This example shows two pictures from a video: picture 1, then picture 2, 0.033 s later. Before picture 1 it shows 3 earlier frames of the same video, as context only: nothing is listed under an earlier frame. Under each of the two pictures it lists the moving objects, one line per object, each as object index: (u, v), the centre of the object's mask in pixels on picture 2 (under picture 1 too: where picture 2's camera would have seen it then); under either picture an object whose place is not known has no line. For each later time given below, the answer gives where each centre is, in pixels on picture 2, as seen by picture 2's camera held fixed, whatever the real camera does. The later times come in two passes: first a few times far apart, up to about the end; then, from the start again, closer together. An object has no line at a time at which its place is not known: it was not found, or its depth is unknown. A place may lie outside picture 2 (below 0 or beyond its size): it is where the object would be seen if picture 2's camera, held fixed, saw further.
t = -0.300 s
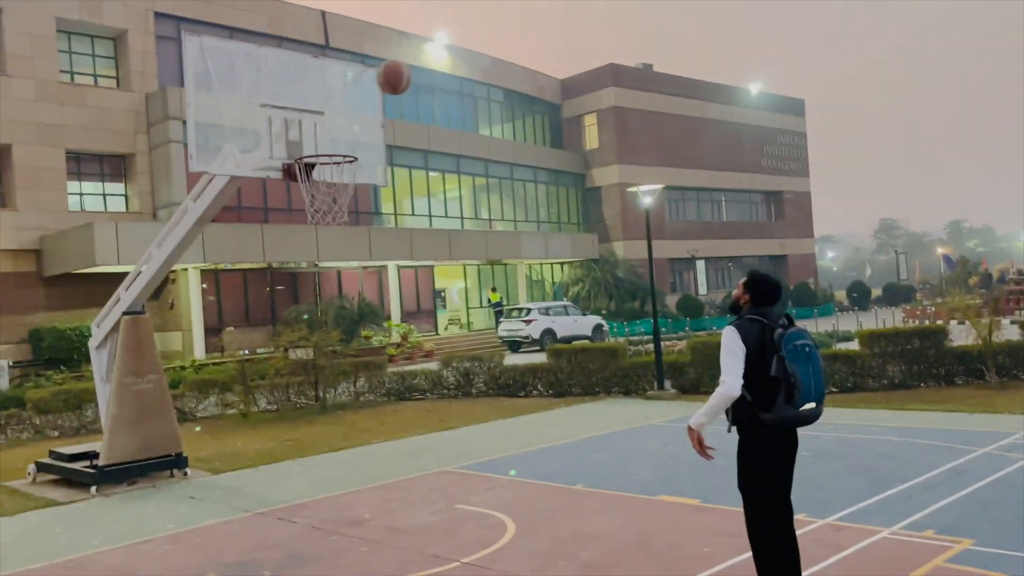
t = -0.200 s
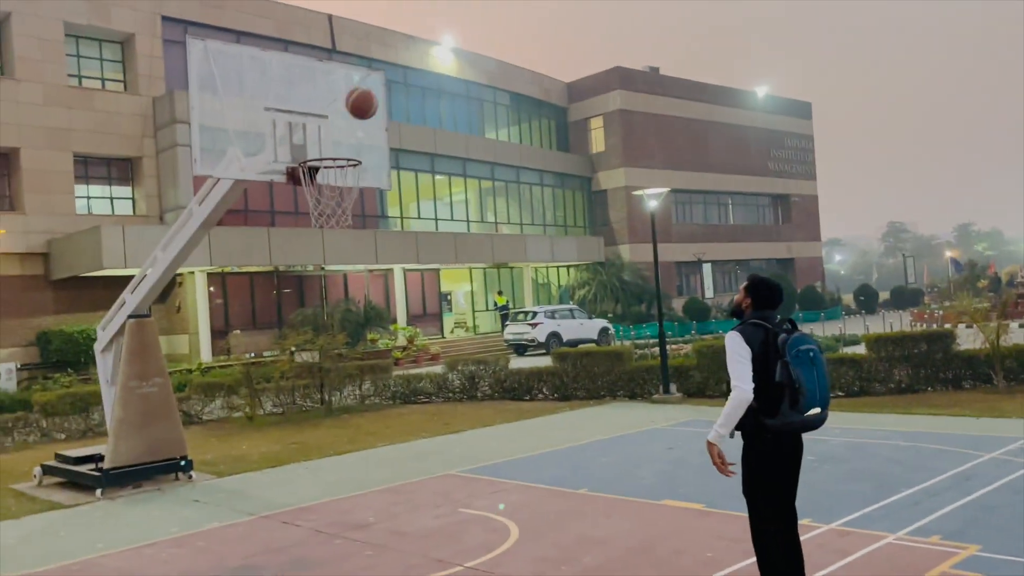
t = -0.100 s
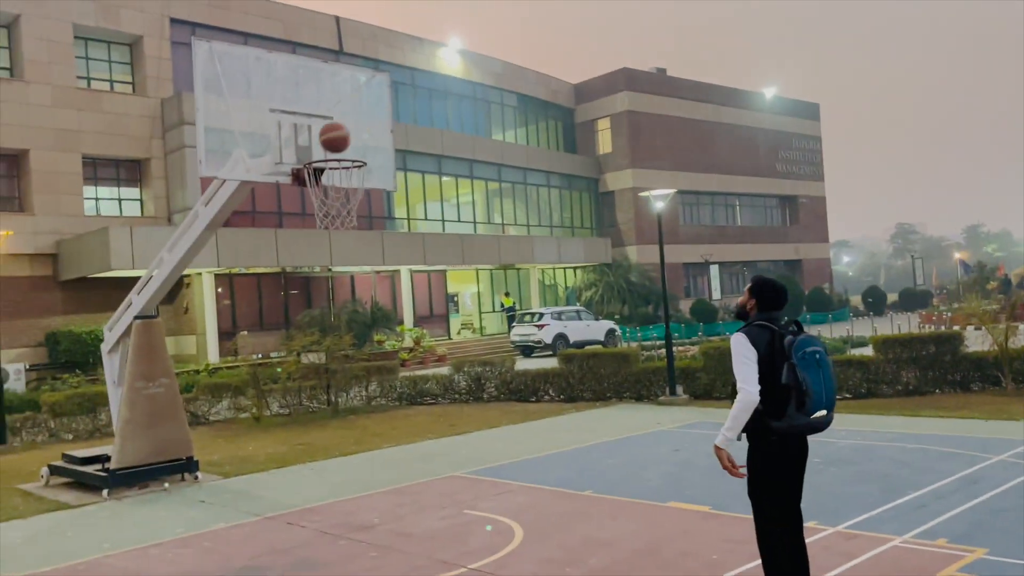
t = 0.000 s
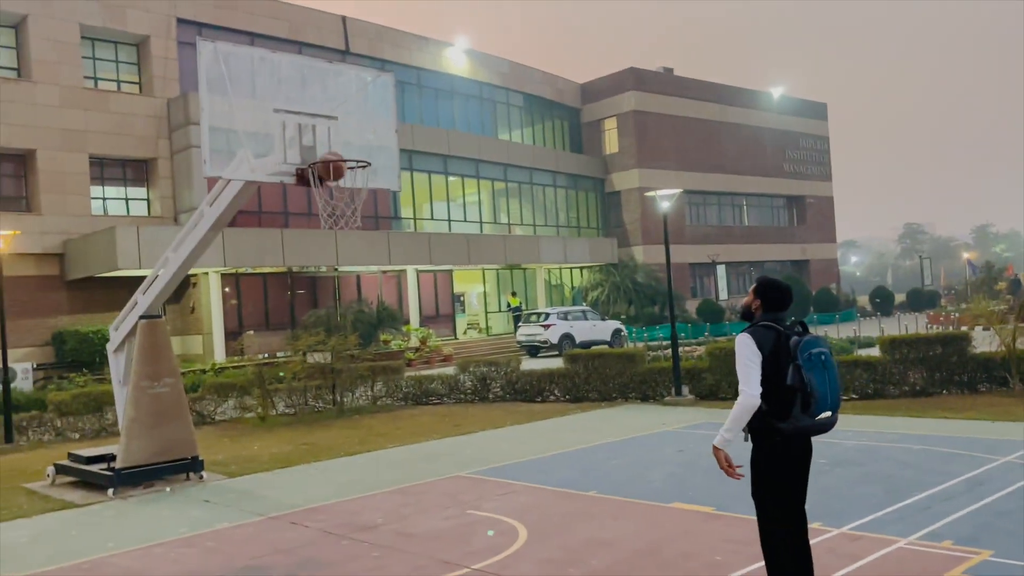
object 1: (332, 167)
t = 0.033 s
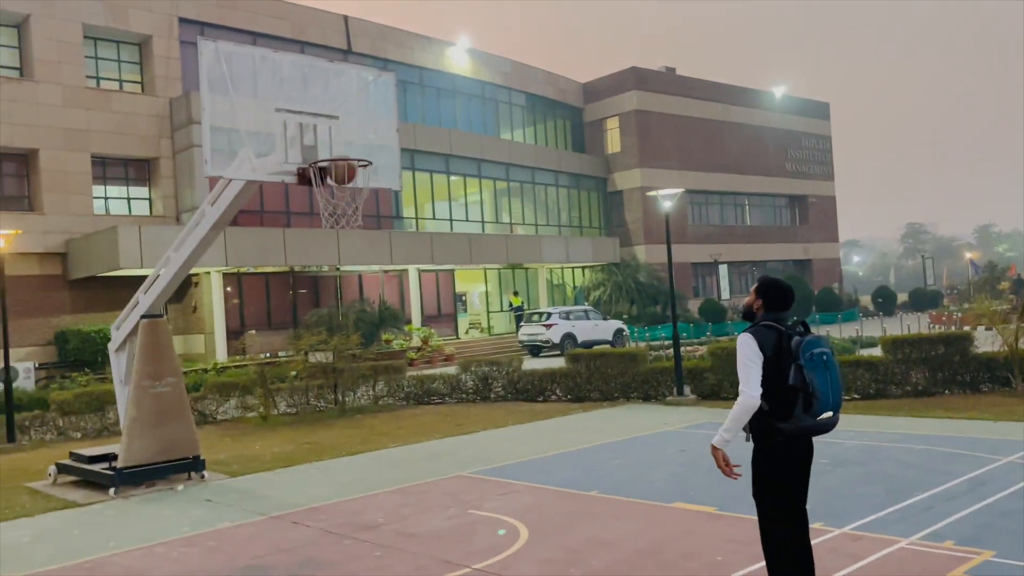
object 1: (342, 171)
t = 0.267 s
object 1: (348, 201)
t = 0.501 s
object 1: (324, 246)
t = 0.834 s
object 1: (298, 438)
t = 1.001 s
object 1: (285, 516)
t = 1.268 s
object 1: (261, 365)
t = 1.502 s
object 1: (245, 322)
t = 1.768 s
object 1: (228, 361)
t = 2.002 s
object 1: (215, 479)
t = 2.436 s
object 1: (178, 410)
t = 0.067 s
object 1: (352, 174)
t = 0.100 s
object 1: (353, 178)
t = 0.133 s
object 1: (354, 182)
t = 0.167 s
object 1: (354, 189)
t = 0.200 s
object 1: (353, 195)
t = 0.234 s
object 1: (351, 198)
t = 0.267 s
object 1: (348, 201)
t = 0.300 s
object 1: (344, 202)
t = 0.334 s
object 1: (341, 208)
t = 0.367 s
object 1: (338, 212)
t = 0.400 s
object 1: (335, 218)
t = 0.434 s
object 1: (332, 225)
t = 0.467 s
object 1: (329, 234)
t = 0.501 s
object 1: (324, 246)
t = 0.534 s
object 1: (322, 258)
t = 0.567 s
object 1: (319, 271)
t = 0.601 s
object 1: (315, 287)
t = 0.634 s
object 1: (313, 303)
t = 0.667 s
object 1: (310, 321)
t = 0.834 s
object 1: (298, 438)
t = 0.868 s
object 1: (296, 467)
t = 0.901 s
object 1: (293, 500)
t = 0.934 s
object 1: (291, 532)
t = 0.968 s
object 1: (289, 542)
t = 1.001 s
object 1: (285, 516)
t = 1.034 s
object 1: (281, 490)
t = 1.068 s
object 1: (278, 468)
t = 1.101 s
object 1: (275, 445)
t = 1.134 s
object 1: (272, 426)
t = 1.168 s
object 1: (269, 408)
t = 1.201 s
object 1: (266, 392)
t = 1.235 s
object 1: (264, 378)
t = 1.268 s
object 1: (261, 365)
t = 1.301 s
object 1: (258, 353)
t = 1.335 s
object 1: (256, 343)
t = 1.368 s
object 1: (254, 336)
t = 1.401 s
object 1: (252, 330)
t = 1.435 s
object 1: (249, 326)
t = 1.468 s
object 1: (247, 322)
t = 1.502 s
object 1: (245, 322)
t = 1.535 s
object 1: (244, 320)
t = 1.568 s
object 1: (242, 321)
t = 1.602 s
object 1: (239, 325)
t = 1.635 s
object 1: (236, 330)
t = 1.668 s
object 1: (234, 335)
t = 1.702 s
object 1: (232, 343)
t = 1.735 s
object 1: (231, 351)
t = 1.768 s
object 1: (228, 361)
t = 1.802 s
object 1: (227, 373)
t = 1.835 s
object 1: (224, 385)
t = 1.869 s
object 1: (221, 401)
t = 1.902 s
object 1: (219, 418)
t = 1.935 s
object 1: (217, 438)
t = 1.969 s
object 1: (214, 458)
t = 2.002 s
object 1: (215, 479)
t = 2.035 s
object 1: (213, 503)
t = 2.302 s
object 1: (189, 450)
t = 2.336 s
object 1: (186, 437)
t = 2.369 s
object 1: (184, 427)
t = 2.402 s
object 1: (181, 418)
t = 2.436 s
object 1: (178, 410)
